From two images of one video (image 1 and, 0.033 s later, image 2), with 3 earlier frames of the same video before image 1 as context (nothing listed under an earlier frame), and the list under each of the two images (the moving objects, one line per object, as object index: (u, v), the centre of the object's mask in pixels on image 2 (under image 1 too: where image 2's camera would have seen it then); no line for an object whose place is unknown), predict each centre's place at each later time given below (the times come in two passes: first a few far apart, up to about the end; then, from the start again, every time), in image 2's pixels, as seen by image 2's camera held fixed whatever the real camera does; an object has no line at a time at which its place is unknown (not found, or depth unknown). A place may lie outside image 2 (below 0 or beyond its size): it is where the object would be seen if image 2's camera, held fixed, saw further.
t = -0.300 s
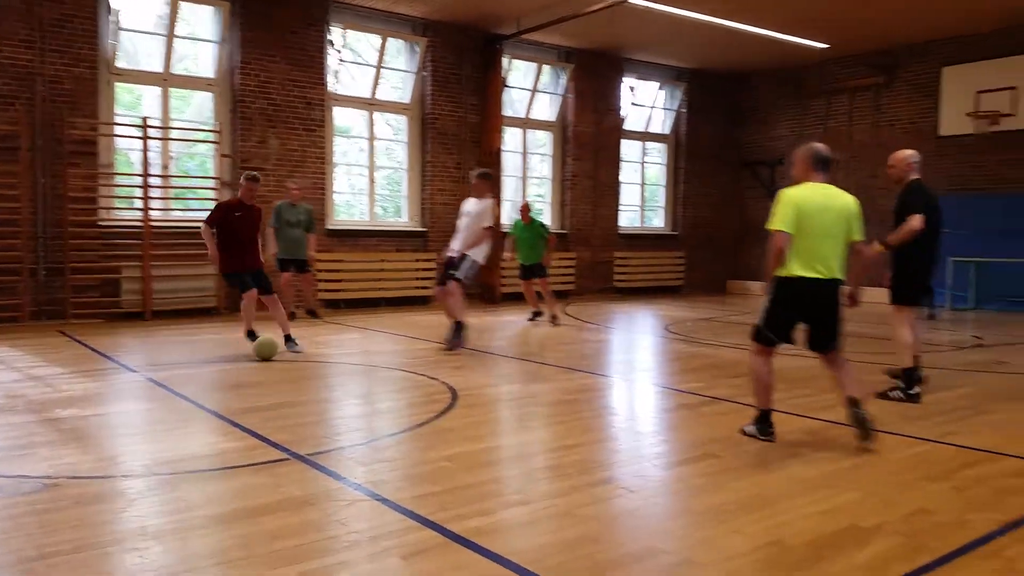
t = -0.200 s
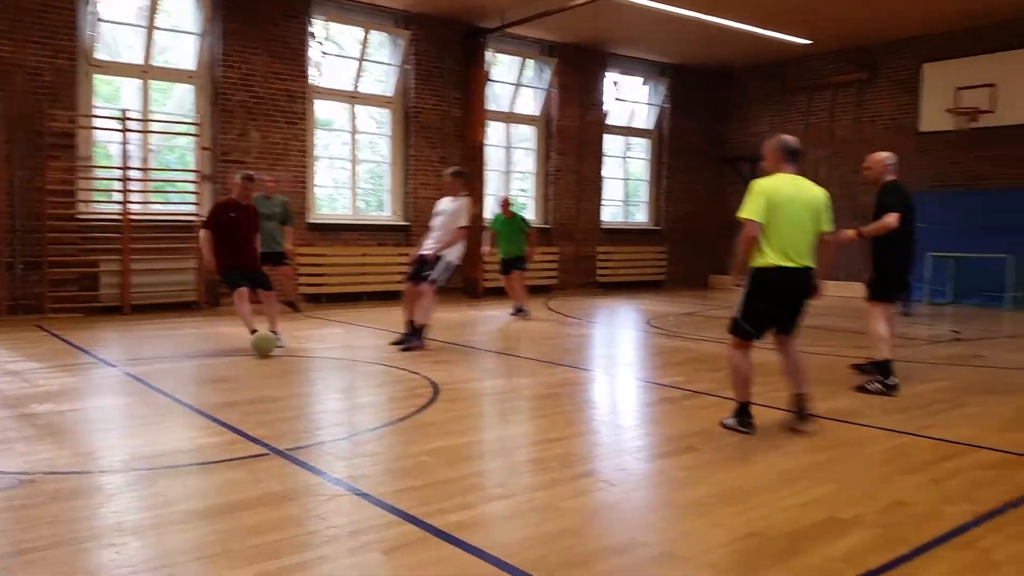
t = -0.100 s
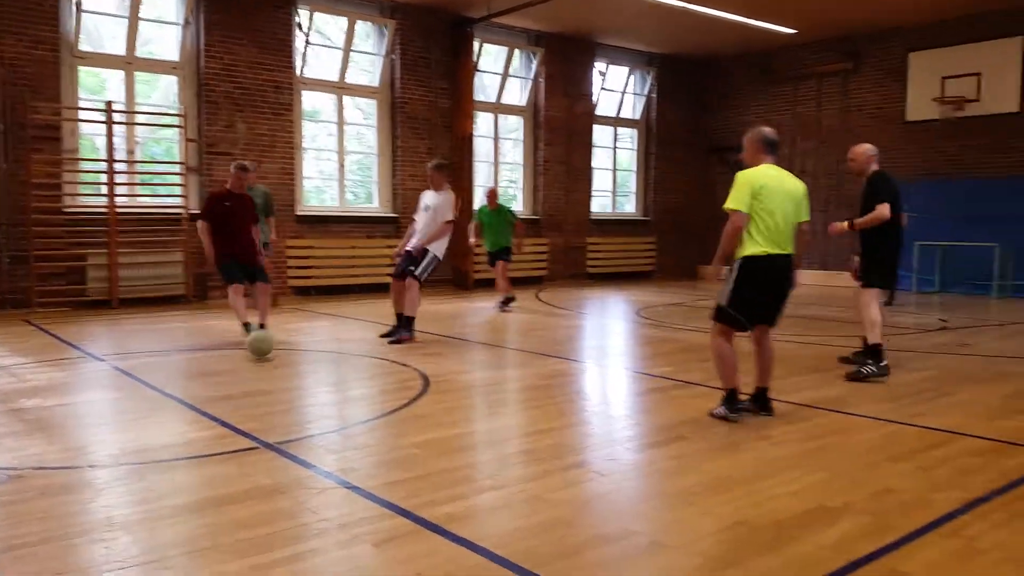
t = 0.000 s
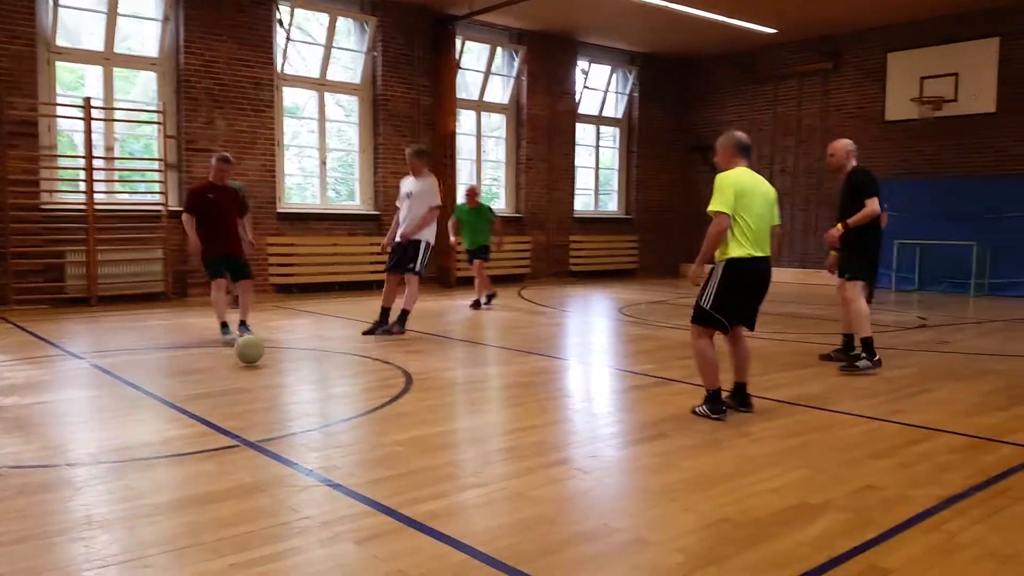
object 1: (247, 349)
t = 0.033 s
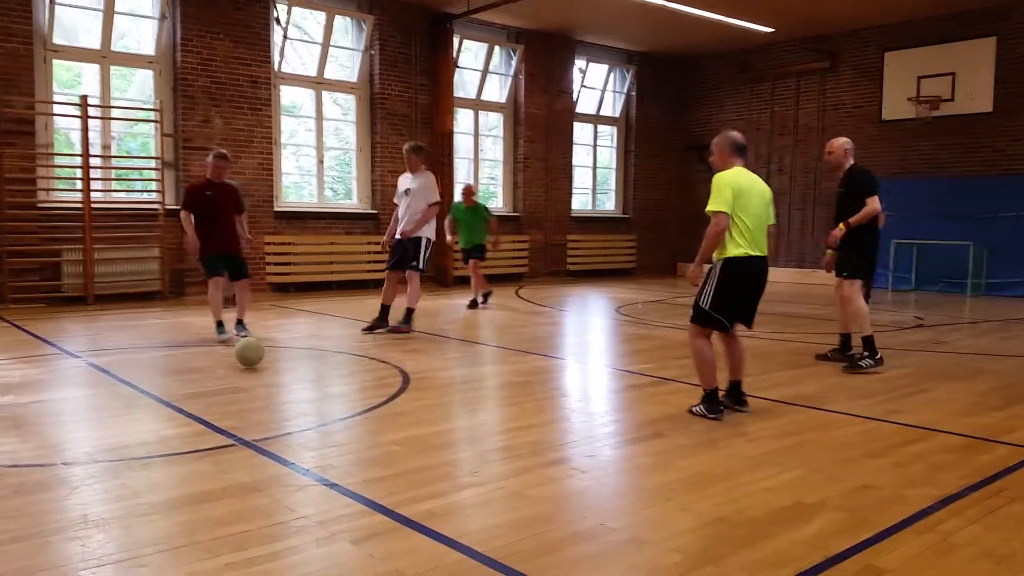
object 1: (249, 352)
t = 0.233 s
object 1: (273, 371)
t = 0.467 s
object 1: (309, 392)
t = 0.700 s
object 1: (357, 413)
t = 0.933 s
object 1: (415, 439)
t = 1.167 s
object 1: (487, 473)
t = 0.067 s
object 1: (252, 358)
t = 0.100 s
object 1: (257, 358)
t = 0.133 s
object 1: (260, 361)
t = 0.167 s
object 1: (265, 366)
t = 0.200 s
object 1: (269, 368)
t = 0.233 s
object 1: (273, 371)
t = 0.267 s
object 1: (278, 375)
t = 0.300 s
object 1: (283, 378)
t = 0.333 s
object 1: (287, 379)
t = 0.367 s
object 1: (292, 383)
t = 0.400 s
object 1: (298, 386)
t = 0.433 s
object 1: (304, 389)
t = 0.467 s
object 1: (309, 392)
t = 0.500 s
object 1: (315, 394)
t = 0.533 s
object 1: (322, 397)
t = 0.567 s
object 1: (329, 400)
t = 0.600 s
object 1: (335, 403)
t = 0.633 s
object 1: (342, 406)
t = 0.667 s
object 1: (350, 410)
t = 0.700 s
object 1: (357, 413)
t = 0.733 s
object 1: (363, 417)
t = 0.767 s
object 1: (371, 421)
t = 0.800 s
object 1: (379, 423)
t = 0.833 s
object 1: (388, 427)
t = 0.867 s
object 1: (397, 432)
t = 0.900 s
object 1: (406, 435)
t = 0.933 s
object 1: (415, 439)
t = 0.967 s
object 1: (424, 444)
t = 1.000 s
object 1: (433, 448)
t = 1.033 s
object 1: (443, 451)
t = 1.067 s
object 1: (453, 457)
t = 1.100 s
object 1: (465, 464)
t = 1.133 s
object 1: (476, 467)
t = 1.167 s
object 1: (487, 473)
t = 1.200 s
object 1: (499, 478)
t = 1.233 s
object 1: (511, 484)
